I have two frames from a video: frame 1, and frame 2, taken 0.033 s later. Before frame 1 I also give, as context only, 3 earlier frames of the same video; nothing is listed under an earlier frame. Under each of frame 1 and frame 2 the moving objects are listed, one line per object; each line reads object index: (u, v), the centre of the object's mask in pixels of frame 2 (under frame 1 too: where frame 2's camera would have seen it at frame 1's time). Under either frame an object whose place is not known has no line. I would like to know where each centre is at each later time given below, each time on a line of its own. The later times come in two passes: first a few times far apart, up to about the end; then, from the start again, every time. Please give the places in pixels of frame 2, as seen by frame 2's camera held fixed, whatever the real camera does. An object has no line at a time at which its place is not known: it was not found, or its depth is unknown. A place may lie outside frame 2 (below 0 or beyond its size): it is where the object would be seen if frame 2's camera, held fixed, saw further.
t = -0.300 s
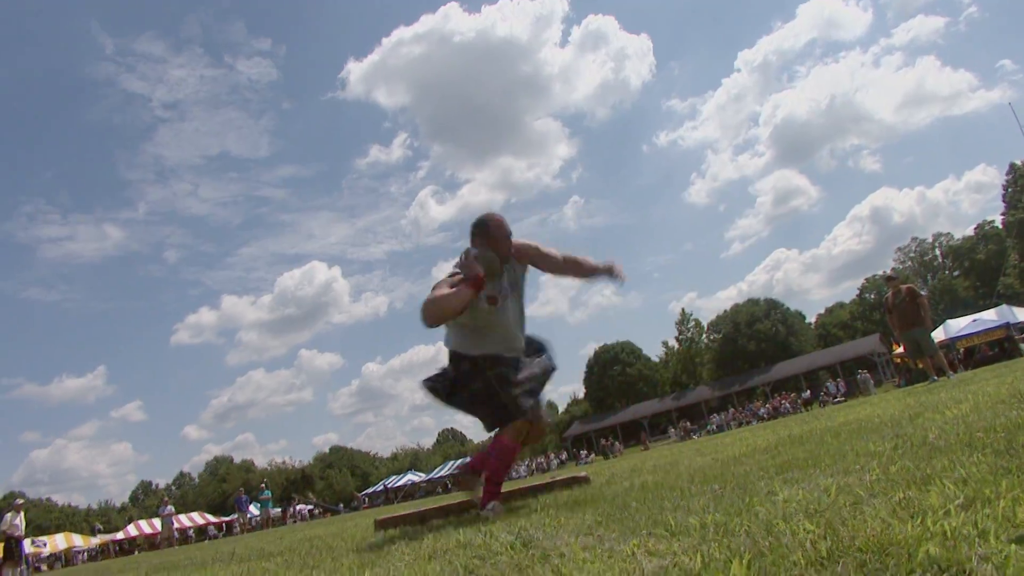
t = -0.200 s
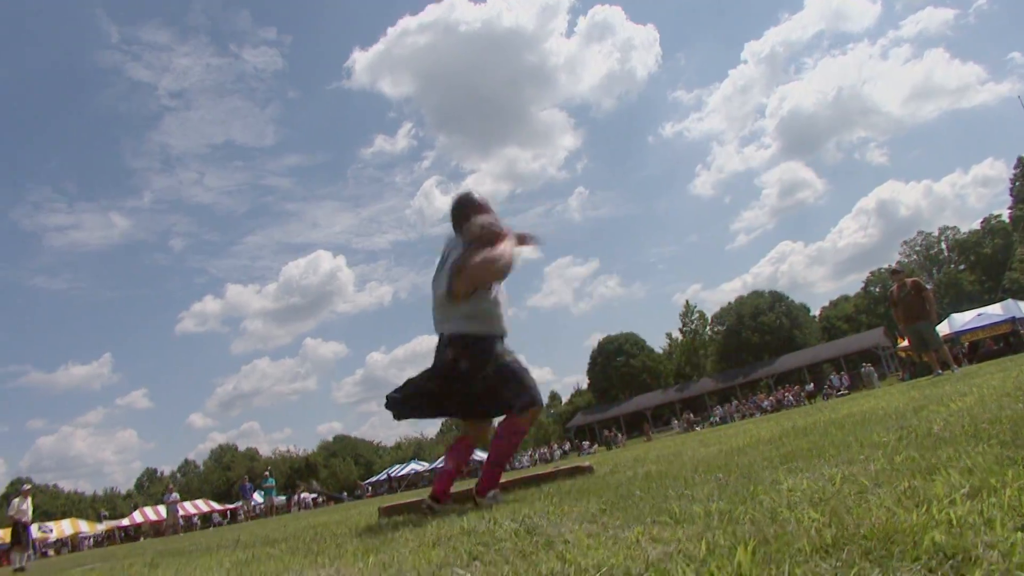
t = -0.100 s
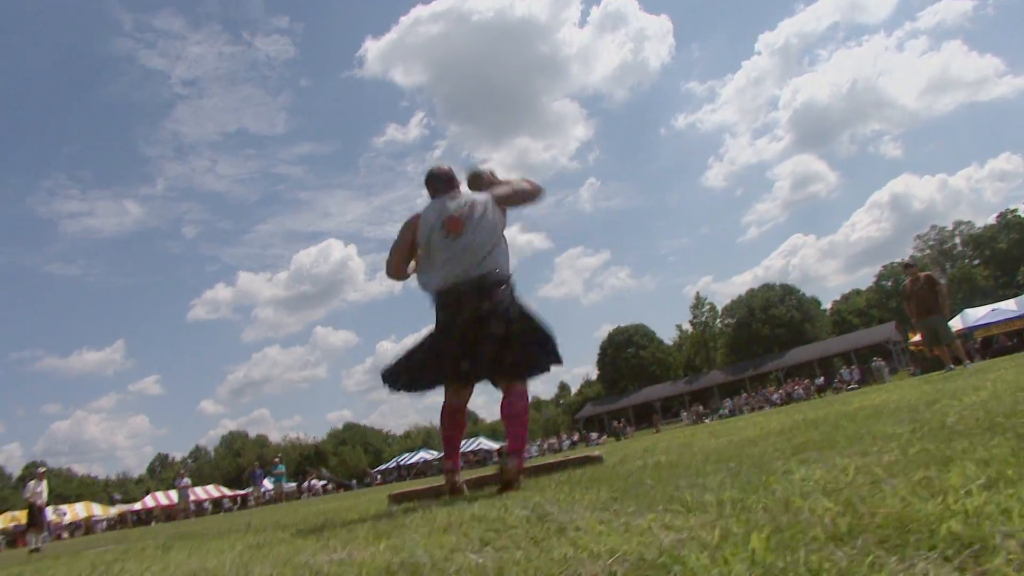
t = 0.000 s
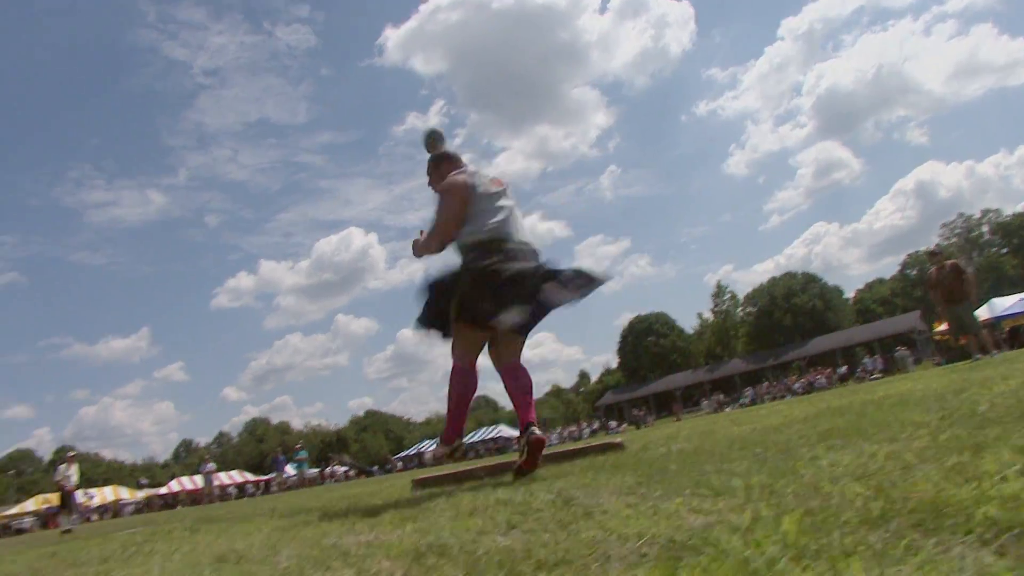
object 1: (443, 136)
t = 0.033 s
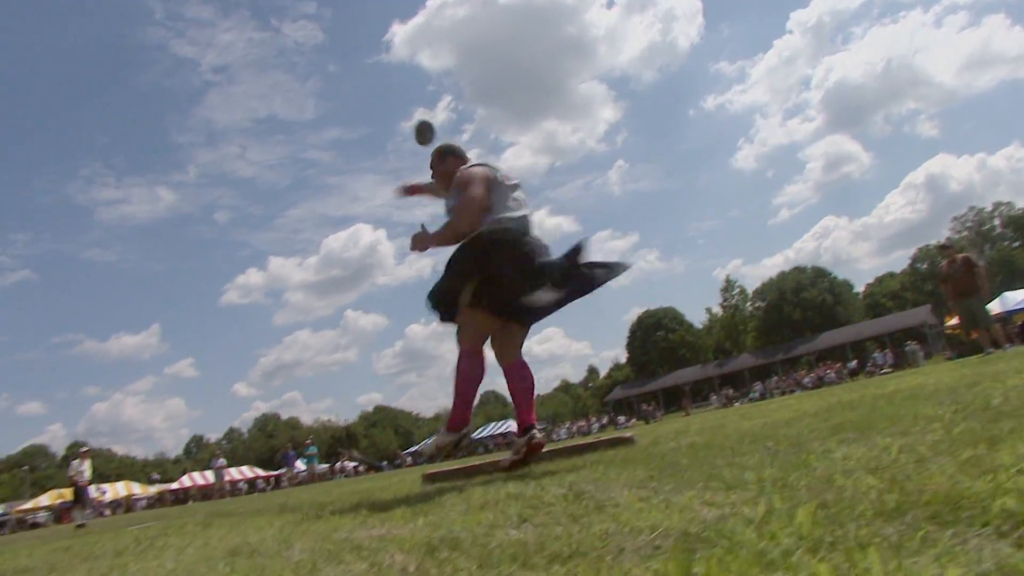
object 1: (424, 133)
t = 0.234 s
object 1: (351, 138)
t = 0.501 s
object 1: (302, 180)
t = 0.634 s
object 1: (289, 210)
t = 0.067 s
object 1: (408, 131)
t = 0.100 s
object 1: (393, 130)
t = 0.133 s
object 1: (381, 130)
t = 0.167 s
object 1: (370, 132)
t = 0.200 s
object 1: (360, 135)
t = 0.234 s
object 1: (351, 138)
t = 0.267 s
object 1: (343, 141)
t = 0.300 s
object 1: (335, 145)
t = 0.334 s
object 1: (328, 149)
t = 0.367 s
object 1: (322, 155)
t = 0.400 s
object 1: (316, 161)
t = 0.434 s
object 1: (310, 167)
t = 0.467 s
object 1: (305, 173)
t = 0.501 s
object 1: (302, 180)
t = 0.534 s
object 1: (298, 188)
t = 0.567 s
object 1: (295, 195)
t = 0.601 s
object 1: (292, 202)
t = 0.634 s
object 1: (289, 210)
